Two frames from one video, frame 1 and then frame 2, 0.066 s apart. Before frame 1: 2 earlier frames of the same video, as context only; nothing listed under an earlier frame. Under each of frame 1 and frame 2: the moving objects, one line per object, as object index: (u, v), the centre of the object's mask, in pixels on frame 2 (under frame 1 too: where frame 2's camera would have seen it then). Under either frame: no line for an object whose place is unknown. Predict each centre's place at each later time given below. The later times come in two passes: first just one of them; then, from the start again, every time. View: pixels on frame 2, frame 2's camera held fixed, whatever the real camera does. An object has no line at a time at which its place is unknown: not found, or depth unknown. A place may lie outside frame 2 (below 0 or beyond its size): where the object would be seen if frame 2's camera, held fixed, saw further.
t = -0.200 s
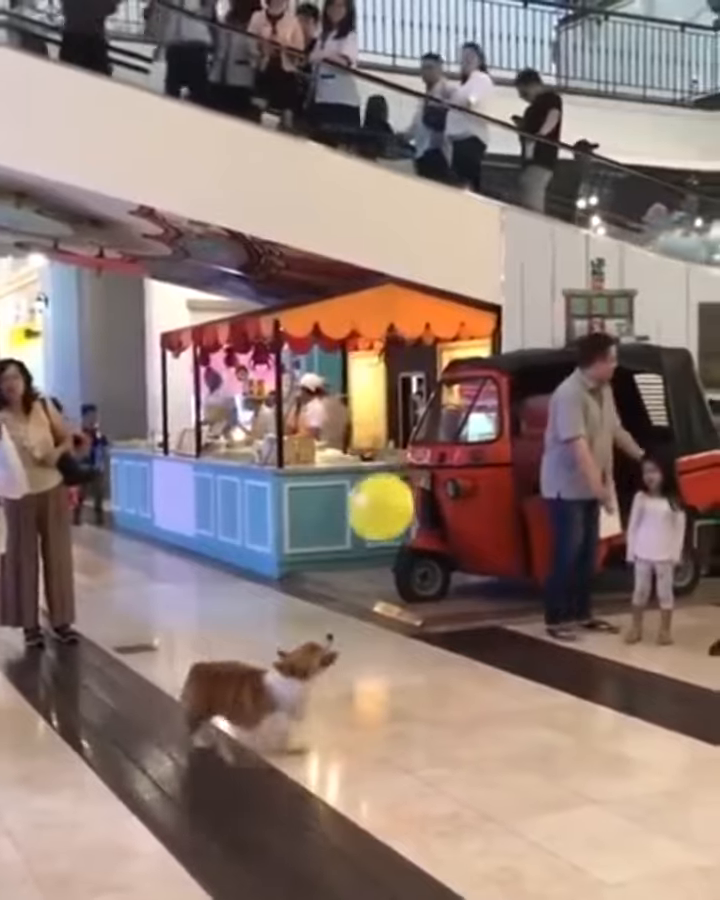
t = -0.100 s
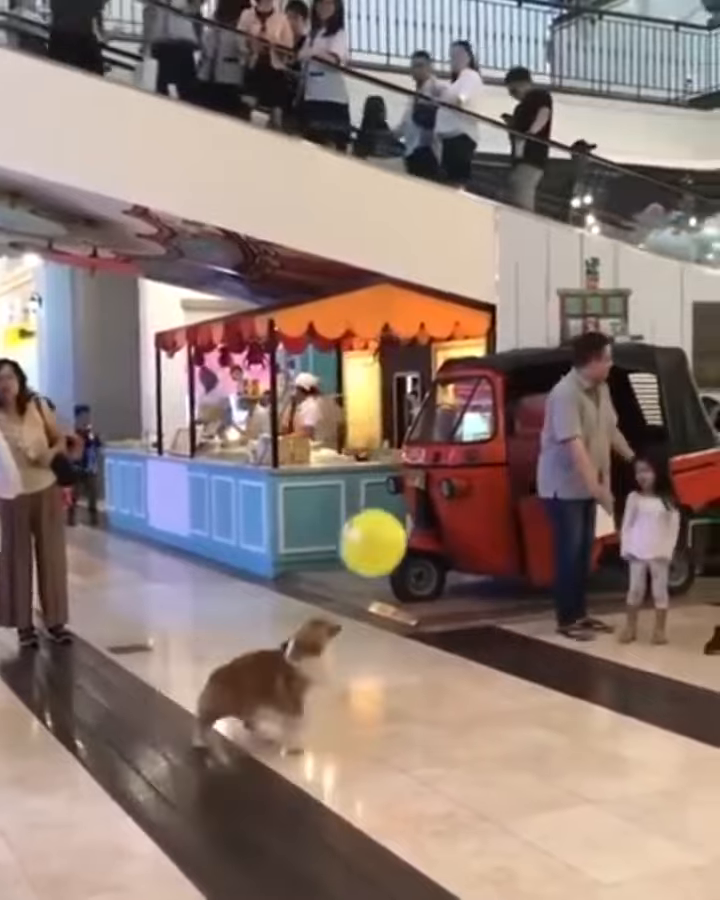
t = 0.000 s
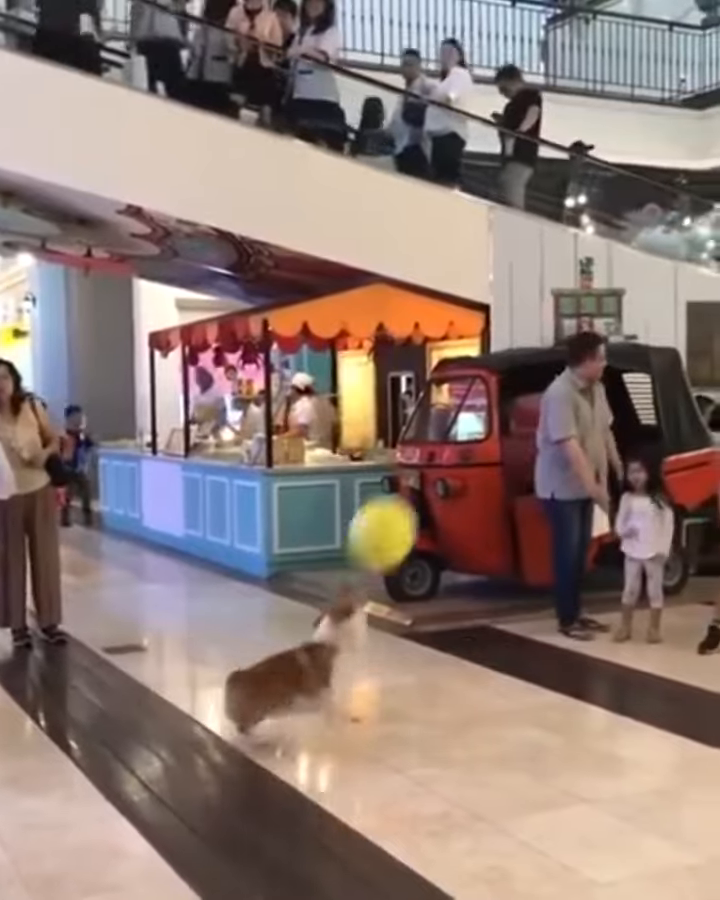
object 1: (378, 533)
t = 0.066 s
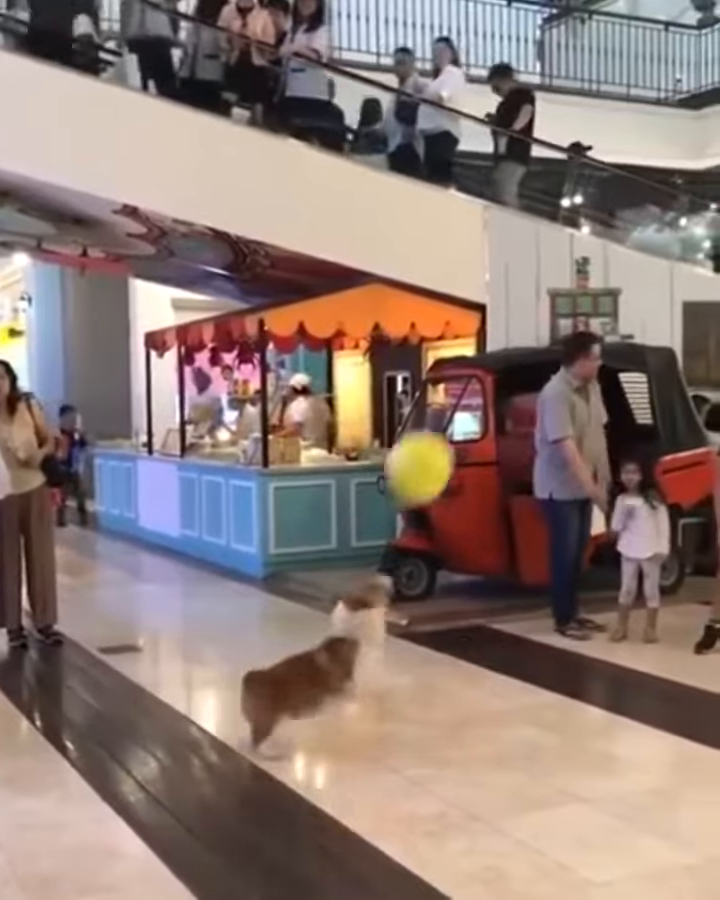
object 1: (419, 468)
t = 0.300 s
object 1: (525, 342)
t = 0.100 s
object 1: (436, 440)
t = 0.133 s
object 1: (453, 414)
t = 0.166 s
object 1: (470, 391)
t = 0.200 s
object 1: (484, 375)
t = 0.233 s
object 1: (498, 361)
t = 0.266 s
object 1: (512, 350)
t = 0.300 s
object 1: (525, 342)
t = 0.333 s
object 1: (537, 335)
